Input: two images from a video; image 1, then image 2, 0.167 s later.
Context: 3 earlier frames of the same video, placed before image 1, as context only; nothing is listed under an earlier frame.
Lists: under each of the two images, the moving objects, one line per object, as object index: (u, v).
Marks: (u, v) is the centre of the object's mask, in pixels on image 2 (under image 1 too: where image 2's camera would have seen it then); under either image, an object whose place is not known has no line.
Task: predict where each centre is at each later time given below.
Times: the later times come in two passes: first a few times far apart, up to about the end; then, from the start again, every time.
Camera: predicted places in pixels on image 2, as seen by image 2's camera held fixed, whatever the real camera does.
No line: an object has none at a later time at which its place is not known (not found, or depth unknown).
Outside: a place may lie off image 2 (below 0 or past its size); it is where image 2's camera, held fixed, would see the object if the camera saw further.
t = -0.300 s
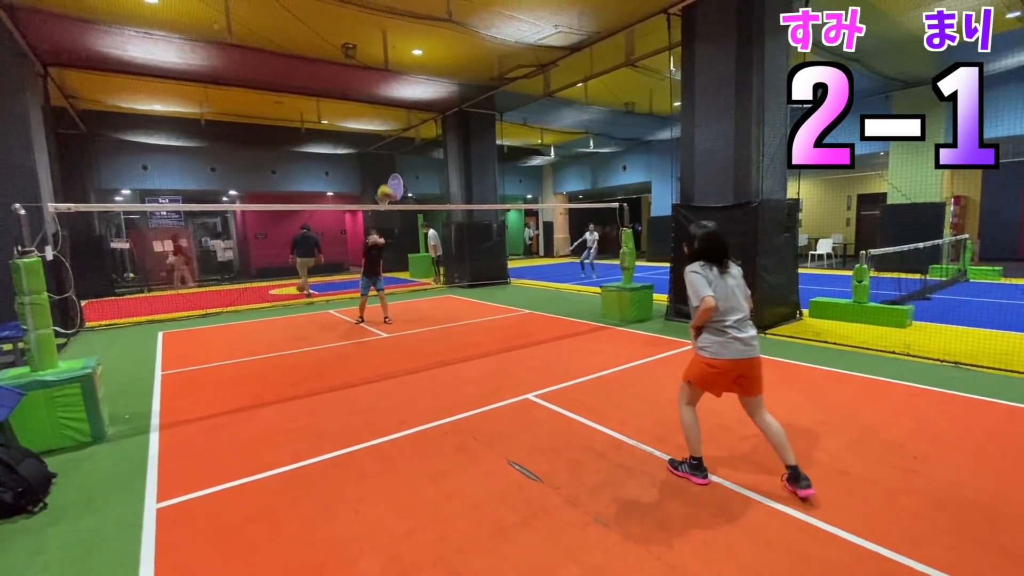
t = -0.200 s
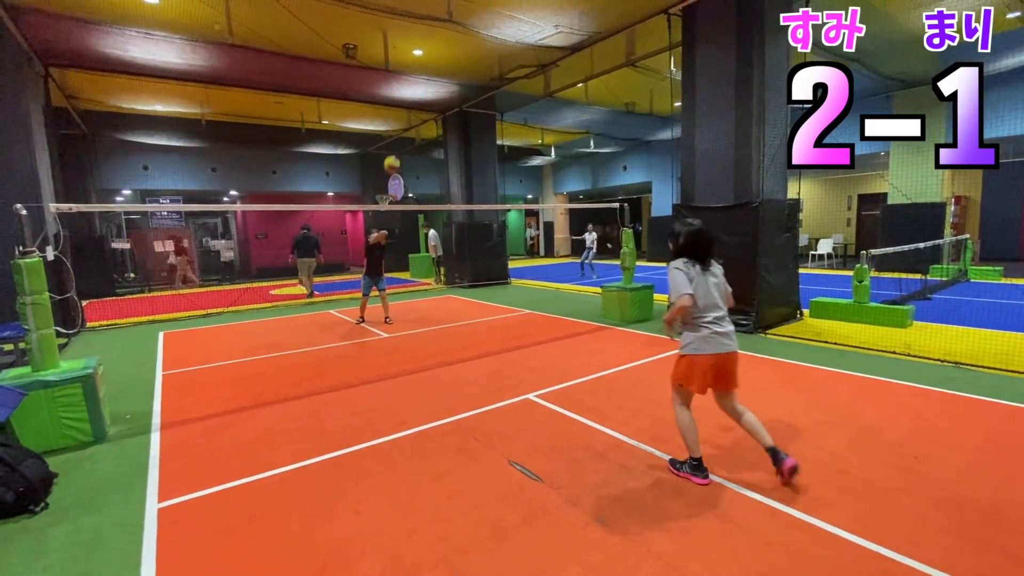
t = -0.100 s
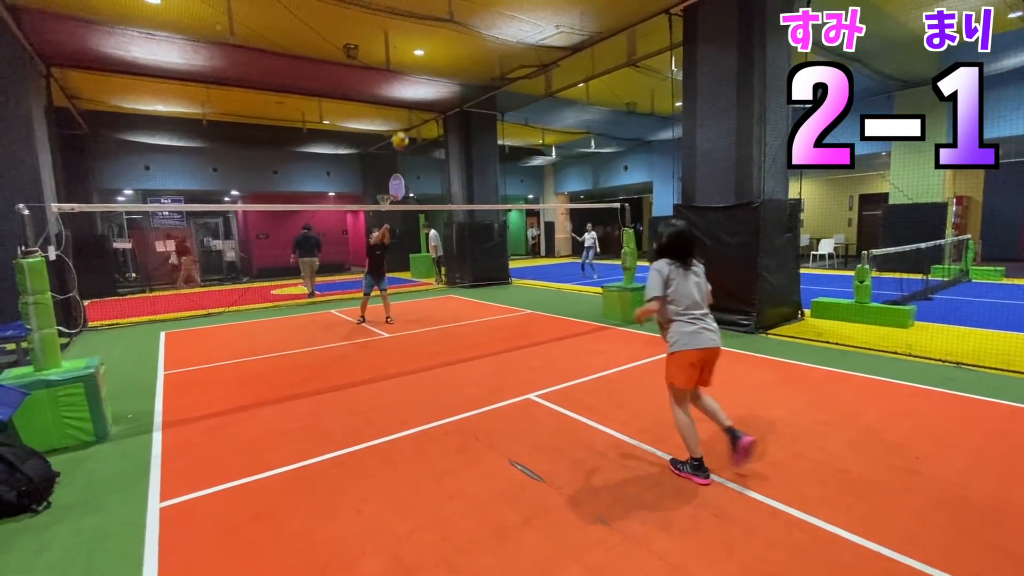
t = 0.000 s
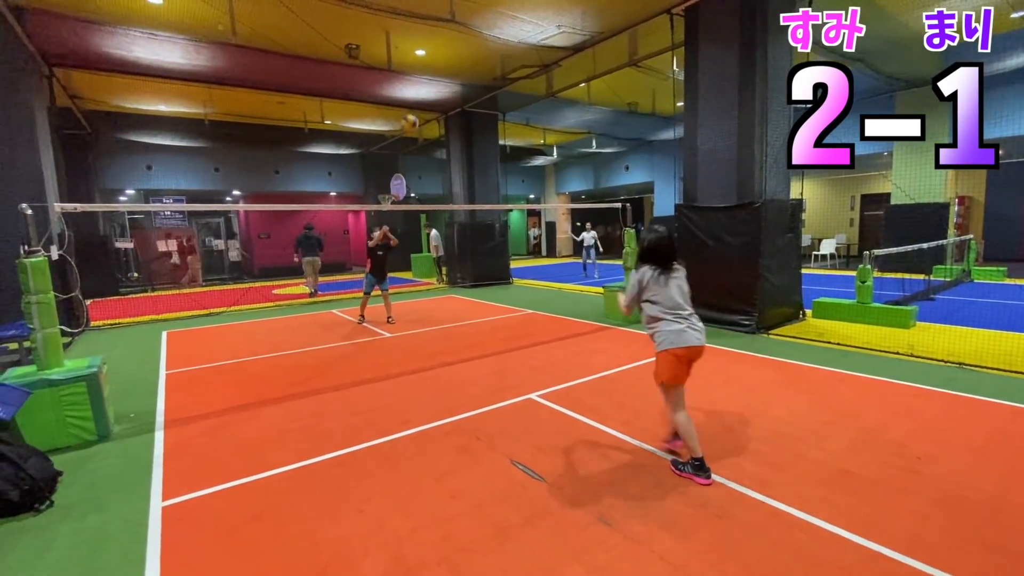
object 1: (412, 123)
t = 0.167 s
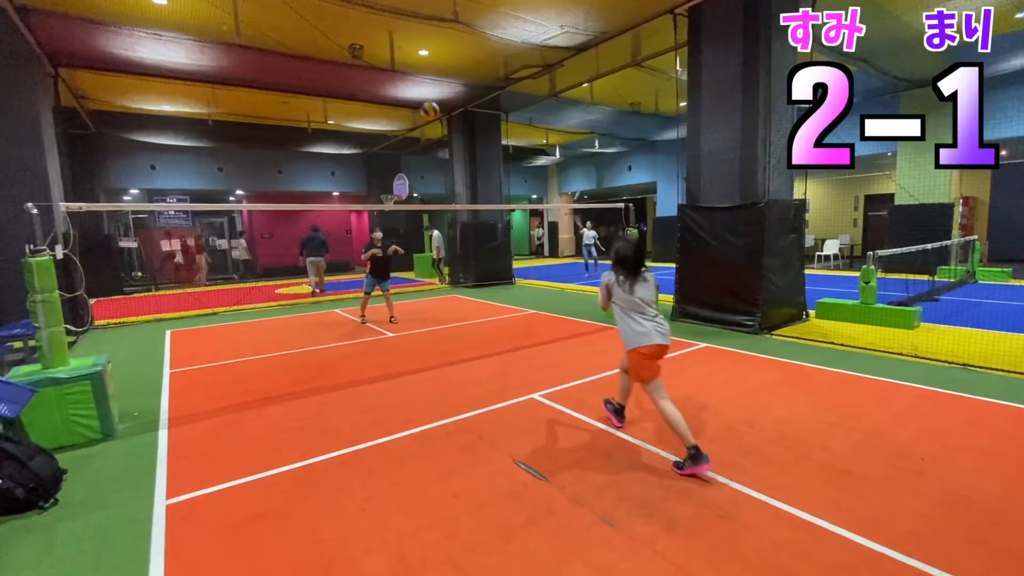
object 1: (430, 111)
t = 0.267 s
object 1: (441, 114)
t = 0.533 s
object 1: (477, 170)
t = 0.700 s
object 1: (502, 242)
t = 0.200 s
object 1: (433, 111)
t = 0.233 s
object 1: (437, 112)
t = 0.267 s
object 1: (441, 114)
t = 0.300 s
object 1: (445, 117)
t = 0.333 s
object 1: (450, 121)
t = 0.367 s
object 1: (455, 126)
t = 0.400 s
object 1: (458, 132)
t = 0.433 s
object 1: (463, 140)
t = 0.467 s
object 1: (468, 149)
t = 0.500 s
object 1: (472, 159)
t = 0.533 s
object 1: (477, 170)
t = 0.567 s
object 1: (482, 182)
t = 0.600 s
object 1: (486, 194)
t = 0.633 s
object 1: (492, 208)
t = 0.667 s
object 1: (497, 226)
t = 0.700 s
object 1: (502, 242)
